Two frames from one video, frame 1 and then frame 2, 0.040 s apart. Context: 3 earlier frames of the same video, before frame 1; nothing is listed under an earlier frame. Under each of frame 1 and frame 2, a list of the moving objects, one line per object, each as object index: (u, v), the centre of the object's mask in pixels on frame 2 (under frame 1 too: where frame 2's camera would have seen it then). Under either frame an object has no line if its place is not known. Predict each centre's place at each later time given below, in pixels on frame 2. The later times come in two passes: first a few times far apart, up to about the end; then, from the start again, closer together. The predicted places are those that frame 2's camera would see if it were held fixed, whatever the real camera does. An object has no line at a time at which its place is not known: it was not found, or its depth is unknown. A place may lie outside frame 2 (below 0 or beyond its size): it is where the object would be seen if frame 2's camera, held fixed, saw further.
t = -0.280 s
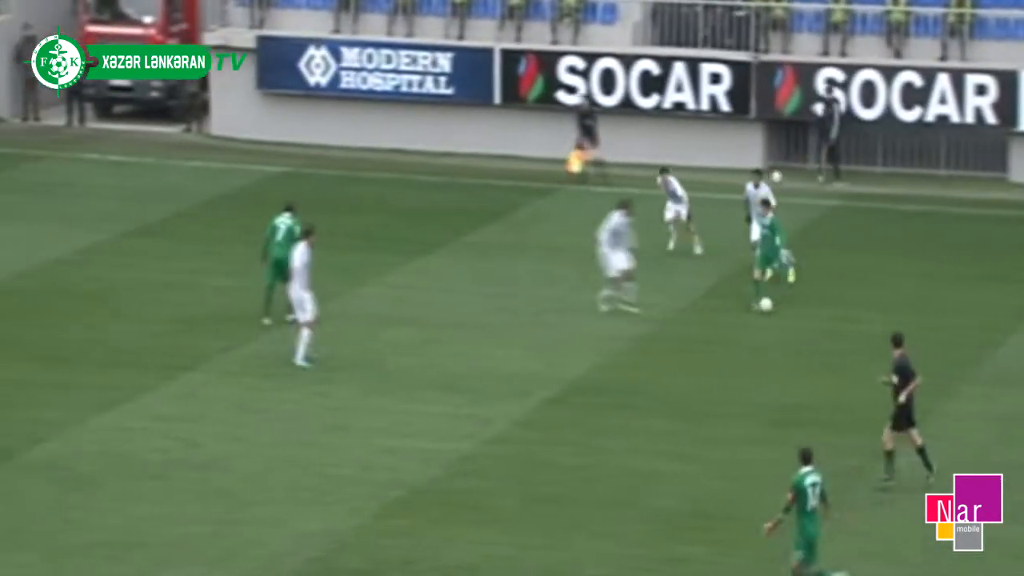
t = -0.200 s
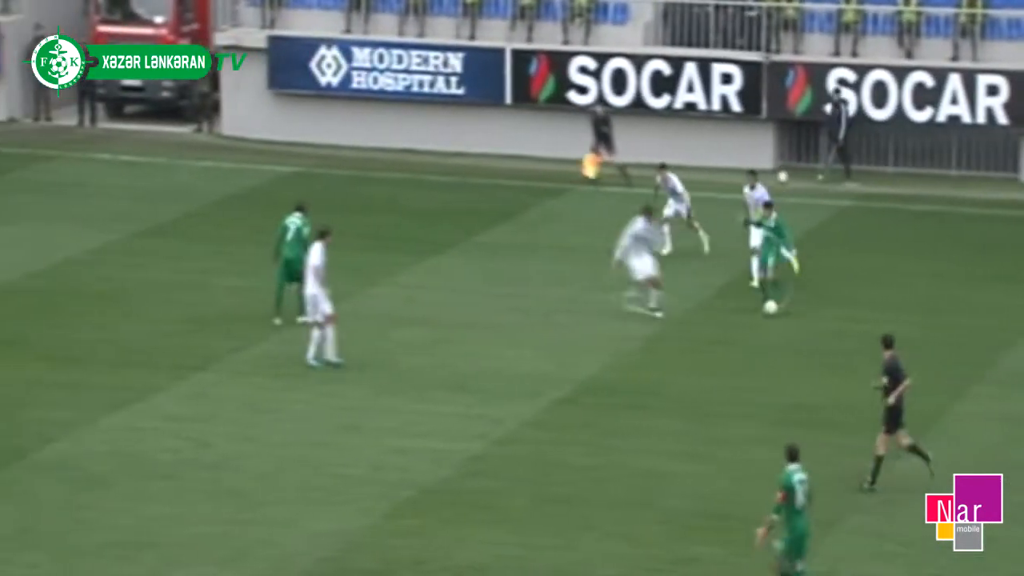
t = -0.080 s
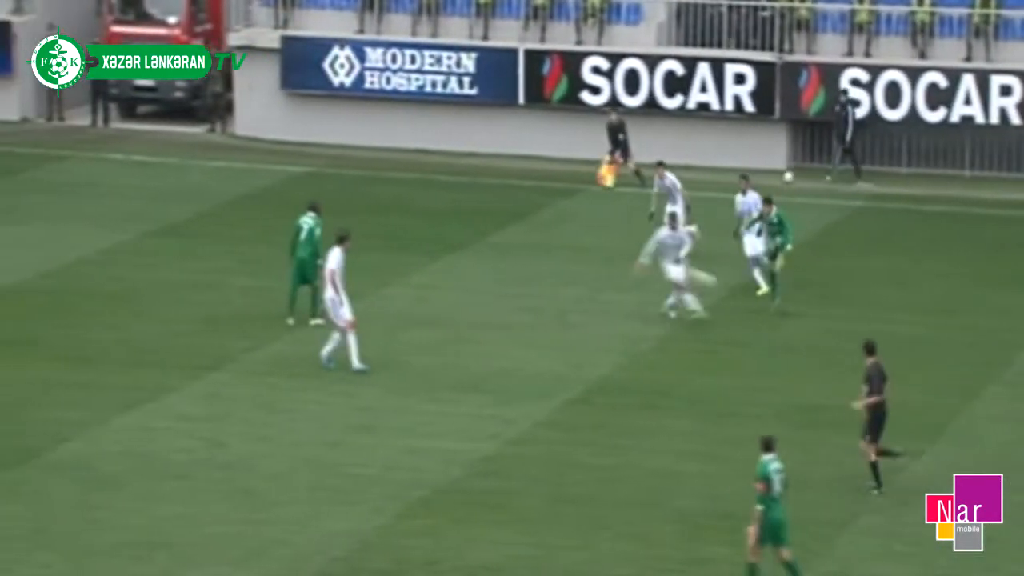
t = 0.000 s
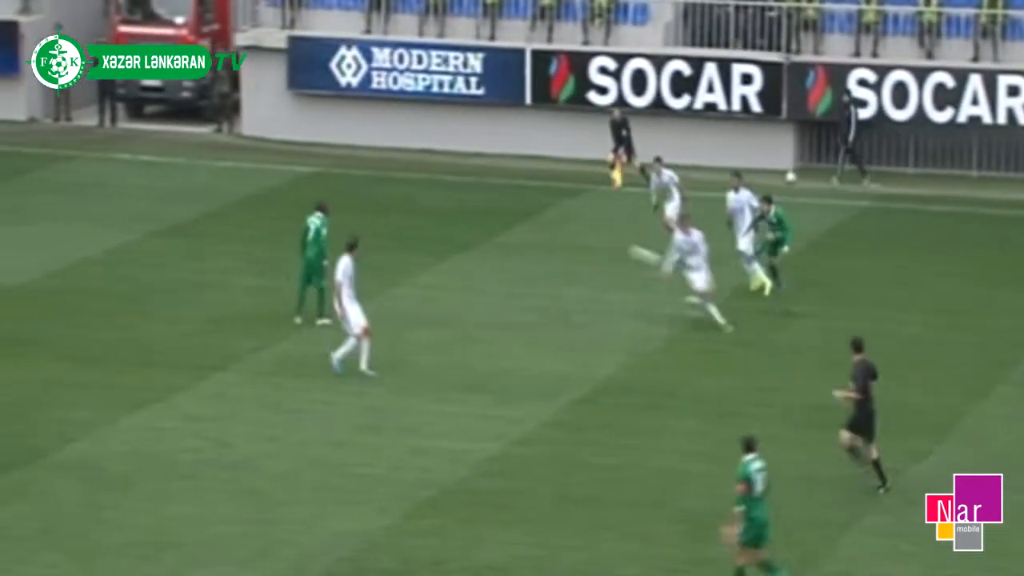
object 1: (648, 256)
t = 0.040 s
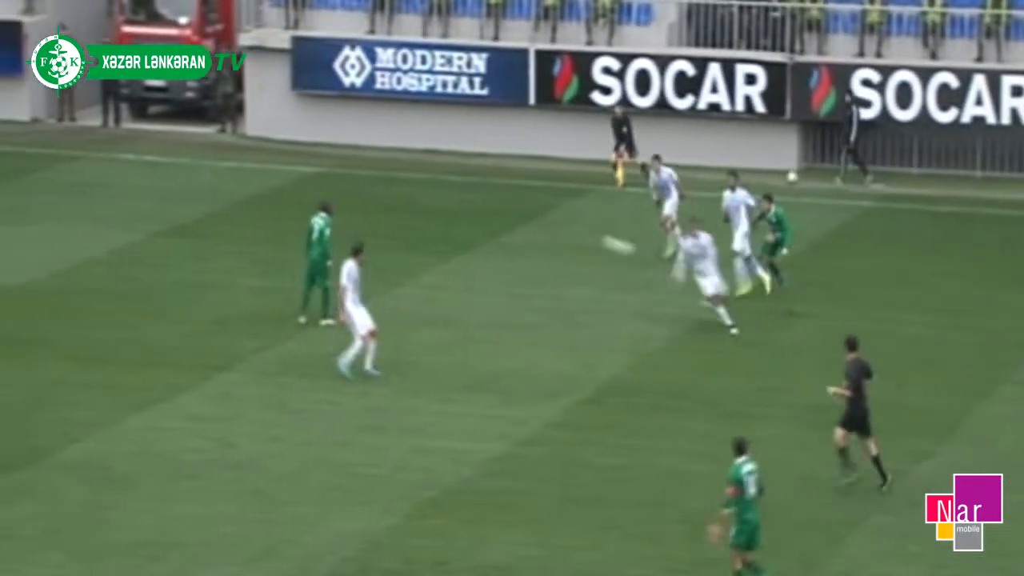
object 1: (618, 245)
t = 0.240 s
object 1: (464, 206)
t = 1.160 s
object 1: (-307, 311)
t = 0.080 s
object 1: (588, 237)
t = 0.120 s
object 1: (557, 228)
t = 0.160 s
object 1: (526, 220)
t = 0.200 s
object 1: (496, 213)
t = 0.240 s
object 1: (464, 206)
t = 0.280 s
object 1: (434, 200)
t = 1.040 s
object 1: (-191, 260)
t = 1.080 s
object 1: (-229, 276)
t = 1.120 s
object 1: (-267, 293)
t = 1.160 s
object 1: (-307, 311)
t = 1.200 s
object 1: (-347, 330)
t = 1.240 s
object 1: (-388, 352)
